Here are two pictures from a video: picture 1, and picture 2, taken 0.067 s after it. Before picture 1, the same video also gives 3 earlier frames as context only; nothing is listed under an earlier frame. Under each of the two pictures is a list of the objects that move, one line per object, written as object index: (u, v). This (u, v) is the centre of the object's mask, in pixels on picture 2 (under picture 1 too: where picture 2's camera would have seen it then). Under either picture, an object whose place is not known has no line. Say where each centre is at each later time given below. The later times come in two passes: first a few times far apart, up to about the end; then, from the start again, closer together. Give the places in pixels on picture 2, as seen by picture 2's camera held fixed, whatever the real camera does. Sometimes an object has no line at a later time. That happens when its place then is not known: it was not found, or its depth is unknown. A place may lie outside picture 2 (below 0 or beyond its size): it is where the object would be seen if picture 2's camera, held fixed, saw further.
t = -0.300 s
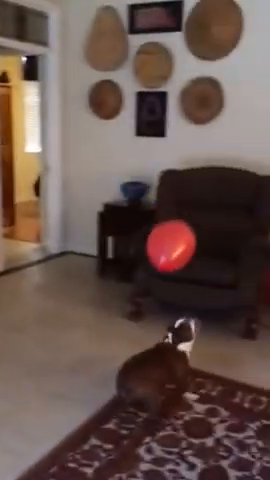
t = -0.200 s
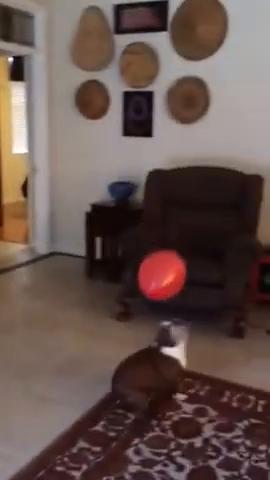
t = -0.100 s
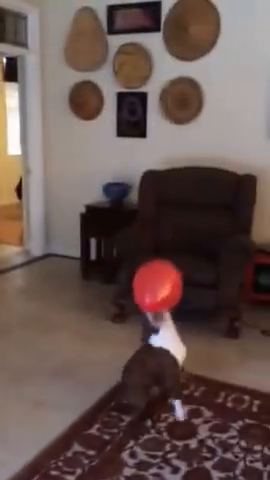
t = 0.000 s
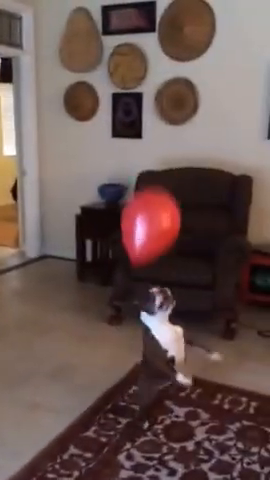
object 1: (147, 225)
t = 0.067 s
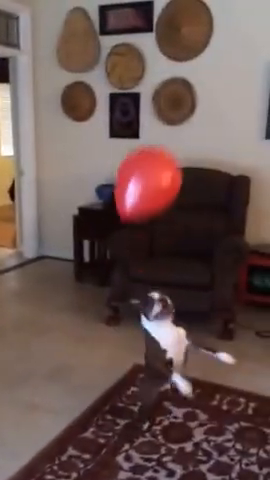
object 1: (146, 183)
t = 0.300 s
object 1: (148, 114)
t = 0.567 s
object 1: (124, 128)
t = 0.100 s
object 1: (147, 164)
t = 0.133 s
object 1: (149, 146)
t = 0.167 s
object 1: (151, 133)
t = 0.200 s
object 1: (151, 123)
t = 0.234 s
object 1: (151, 118)
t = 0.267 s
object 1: (150, 115)
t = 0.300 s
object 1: (148, 114)
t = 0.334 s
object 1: (146, 113)
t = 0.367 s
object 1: (144, 114)
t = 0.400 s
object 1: (141, 115)
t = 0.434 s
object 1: (138, 117)
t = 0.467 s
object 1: (135, 119)
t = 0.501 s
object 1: (131, 122)
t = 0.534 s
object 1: (127, 125)
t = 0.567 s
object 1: (124, 128)
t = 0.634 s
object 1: (116, 135)
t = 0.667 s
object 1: (111, 139)
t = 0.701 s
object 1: (107, 146)
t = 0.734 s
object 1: (103, 152)
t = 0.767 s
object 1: (100, 159)
